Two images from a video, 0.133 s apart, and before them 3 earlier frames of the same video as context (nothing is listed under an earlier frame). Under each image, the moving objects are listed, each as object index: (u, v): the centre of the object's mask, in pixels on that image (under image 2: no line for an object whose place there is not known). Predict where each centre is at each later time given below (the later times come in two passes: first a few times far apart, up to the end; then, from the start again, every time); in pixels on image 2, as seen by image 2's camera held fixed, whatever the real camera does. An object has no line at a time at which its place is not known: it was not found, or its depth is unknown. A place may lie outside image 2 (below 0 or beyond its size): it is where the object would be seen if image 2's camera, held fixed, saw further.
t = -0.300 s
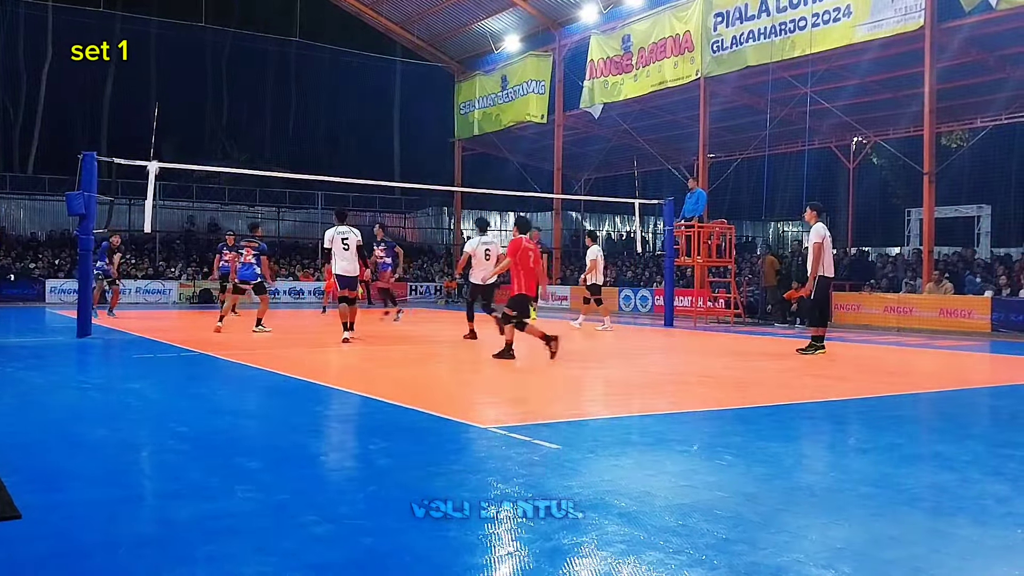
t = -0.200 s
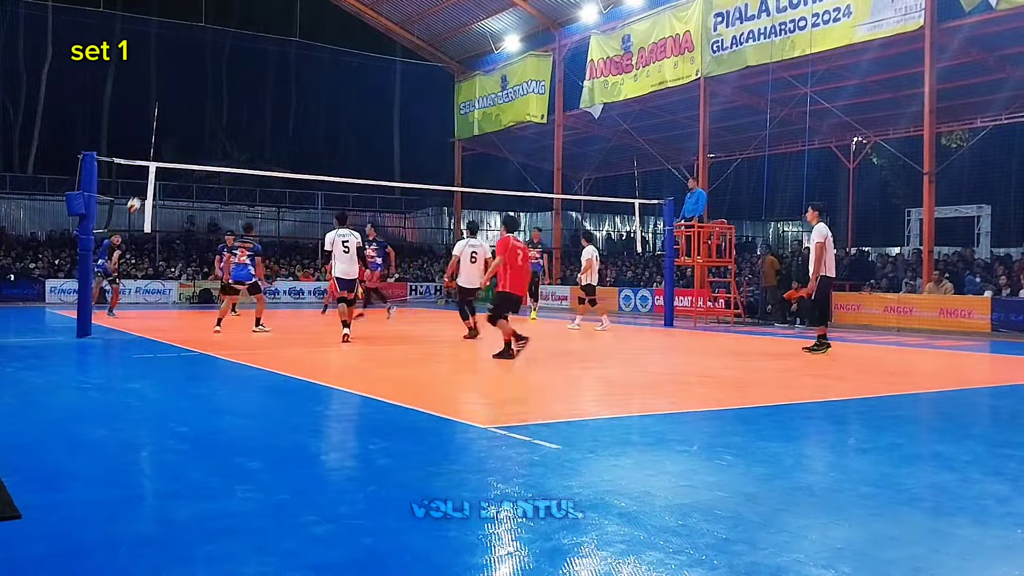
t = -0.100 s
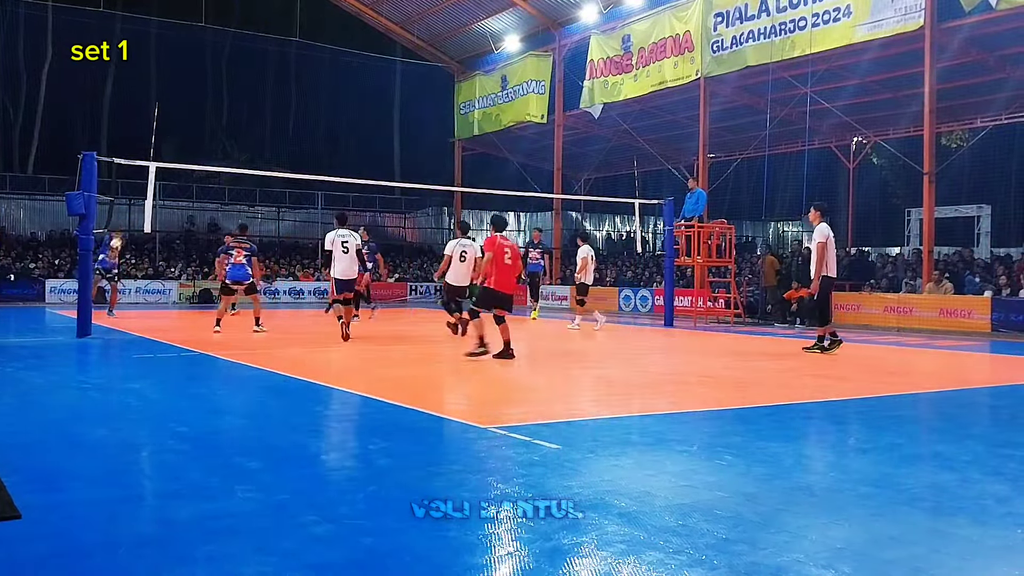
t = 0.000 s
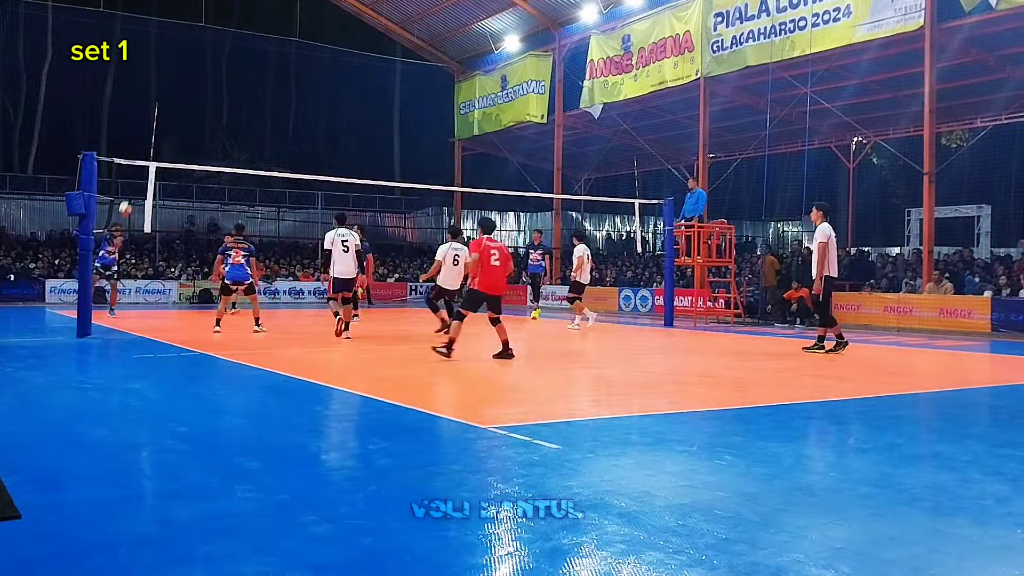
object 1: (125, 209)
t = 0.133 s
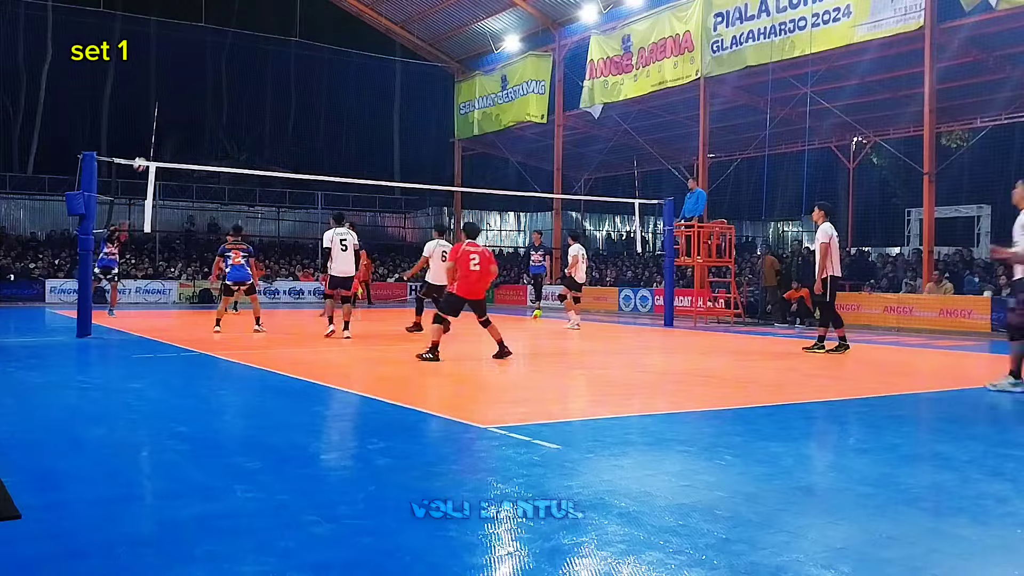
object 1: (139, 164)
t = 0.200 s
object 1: (147, 145)
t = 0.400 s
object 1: (170, 101)
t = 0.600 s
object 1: (193, 79)
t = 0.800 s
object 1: (216, 78)
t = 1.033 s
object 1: (244, 107)
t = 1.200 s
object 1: (264, 149)
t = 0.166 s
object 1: (143, 154)
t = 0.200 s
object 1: (147, 145)
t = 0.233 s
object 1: (151, 136)
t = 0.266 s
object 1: (155, 128)
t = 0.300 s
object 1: (159, 121)
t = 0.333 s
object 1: (162, 114)
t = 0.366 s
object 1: (166, 107)
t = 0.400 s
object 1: (170, 101)
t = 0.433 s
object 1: (174, 96)
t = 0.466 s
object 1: (177, 92)
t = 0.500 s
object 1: (181, 88)
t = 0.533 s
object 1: (185, 84)
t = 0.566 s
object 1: (189, 81)
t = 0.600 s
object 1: (193, 79)
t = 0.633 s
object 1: (197, 77)
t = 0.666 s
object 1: (201, 76)
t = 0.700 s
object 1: (205, 76)
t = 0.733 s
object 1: (208, 76)
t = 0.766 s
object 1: (212, 77)
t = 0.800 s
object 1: (216, 78)
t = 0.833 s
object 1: (220, 80)
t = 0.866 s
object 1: (224, 83)
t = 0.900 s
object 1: (228, 87)
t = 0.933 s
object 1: (232, 91)
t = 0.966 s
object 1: (236, 95)
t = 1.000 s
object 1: (240, 101)
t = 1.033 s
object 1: (244, 107)
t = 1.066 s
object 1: (248, 114)
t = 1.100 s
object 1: (252, 122)
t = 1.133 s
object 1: (256, 130)
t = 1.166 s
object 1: (260, 139)
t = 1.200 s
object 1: (264, 149)
